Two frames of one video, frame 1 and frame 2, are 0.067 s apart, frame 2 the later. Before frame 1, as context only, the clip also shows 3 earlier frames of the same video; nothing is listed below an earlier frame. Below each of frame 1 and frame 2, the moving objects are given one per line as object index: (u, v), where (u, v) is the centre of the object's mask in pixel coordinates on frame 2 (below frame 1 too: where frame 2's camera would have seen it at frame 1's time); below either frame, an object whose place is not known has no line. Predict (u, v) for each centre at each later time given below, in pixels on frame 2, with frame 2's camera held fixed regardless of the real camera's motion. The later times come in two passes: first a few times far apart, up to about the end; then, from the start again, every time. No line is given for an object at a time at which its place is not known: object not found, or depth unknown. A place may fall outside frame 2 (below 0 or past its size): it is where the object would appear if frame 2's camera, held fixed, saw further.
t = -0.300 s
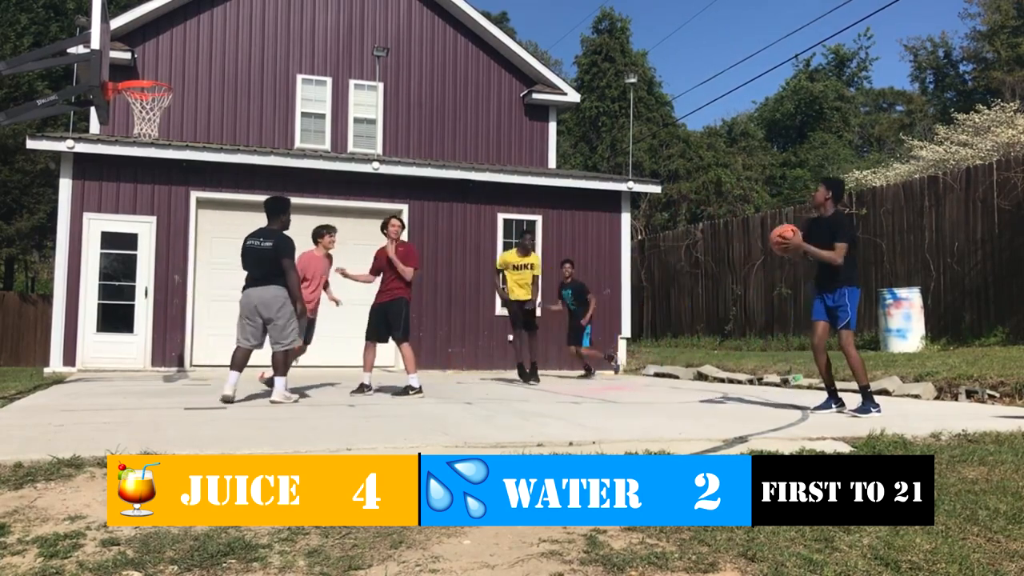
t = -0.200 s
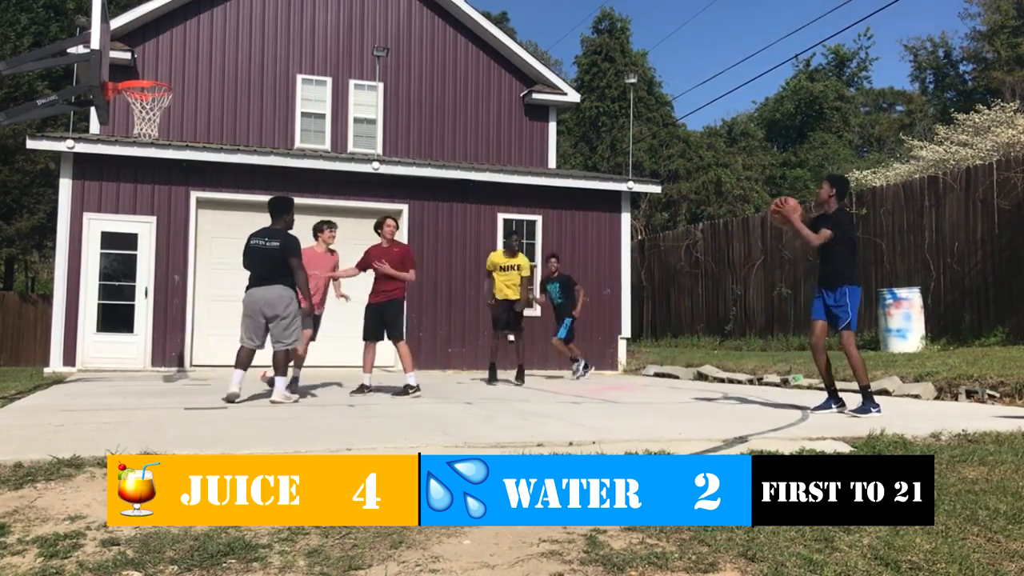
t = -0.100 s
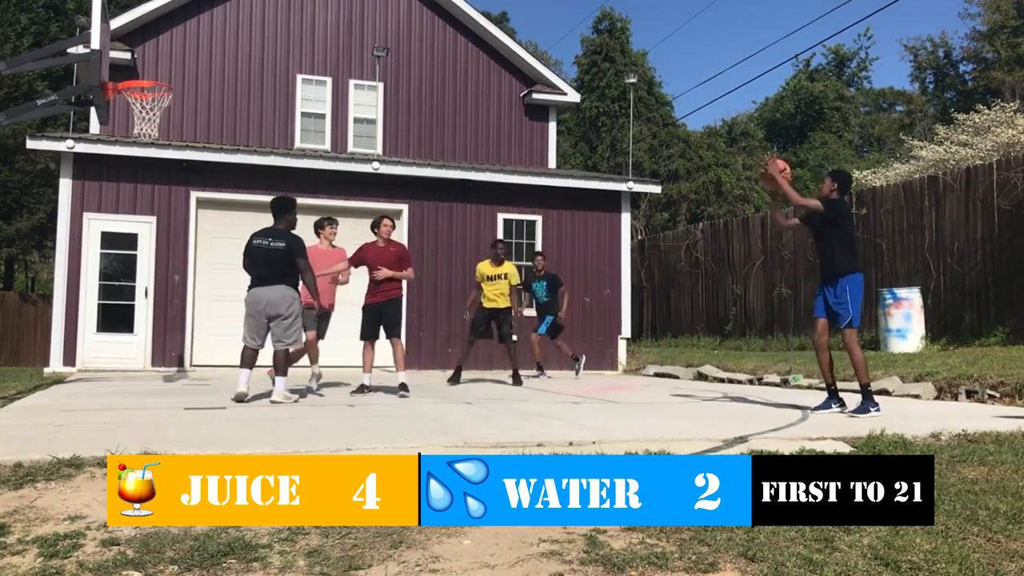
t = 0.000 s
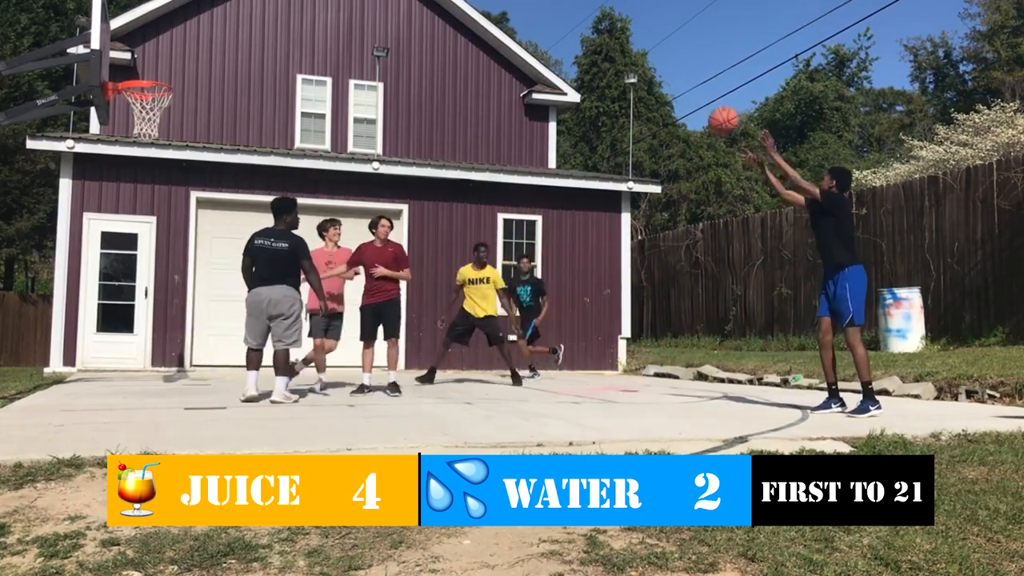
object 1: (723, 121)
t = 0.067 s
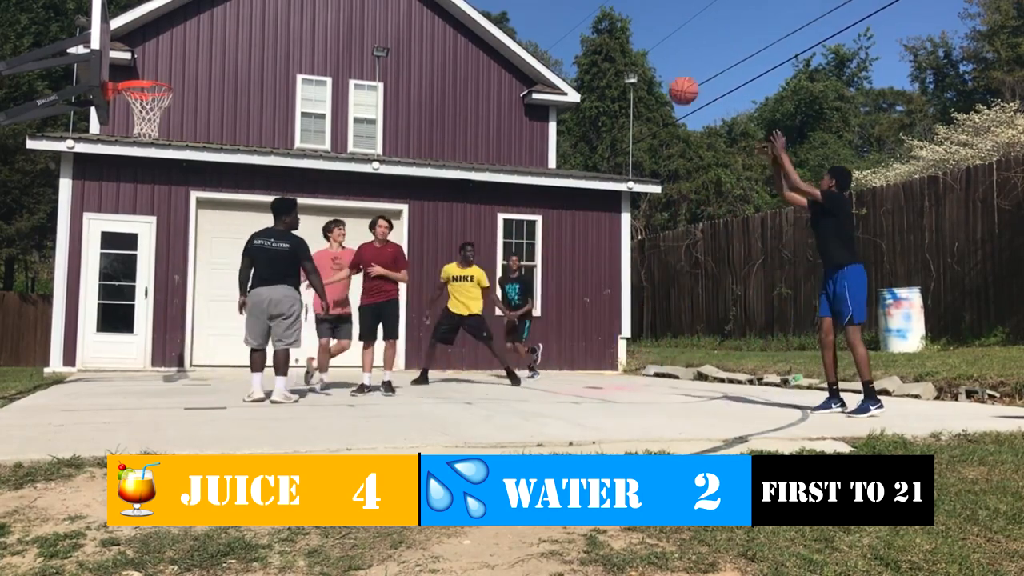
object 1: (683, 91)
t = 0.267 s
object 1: (575, 36)
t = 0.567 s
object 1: (435, 38)
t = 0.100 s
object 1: (665, 77)
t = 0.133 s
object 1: (645, 66)
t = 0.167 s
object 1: (627, 57)
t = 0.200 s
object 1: (609, 49)
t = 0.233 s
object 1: (591, 41)
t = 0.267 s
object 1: (575, 36)
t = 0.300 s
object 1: (558, 32)
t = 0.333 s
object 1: (541, 28)
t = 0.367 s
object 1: (525, 26)
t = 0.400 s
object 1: (509, 26)
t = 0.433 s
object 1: (494, 25)
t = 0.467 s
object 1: (479, 28)
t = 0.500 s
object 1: (463, 29)
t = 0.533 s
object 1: (449, 34)
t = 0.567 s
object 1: (435, 38)
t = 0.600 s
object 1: (421, 44)
